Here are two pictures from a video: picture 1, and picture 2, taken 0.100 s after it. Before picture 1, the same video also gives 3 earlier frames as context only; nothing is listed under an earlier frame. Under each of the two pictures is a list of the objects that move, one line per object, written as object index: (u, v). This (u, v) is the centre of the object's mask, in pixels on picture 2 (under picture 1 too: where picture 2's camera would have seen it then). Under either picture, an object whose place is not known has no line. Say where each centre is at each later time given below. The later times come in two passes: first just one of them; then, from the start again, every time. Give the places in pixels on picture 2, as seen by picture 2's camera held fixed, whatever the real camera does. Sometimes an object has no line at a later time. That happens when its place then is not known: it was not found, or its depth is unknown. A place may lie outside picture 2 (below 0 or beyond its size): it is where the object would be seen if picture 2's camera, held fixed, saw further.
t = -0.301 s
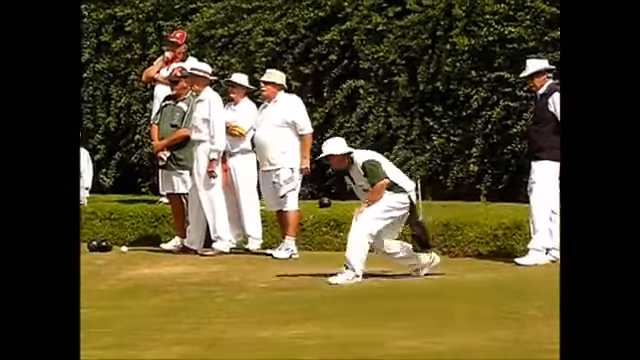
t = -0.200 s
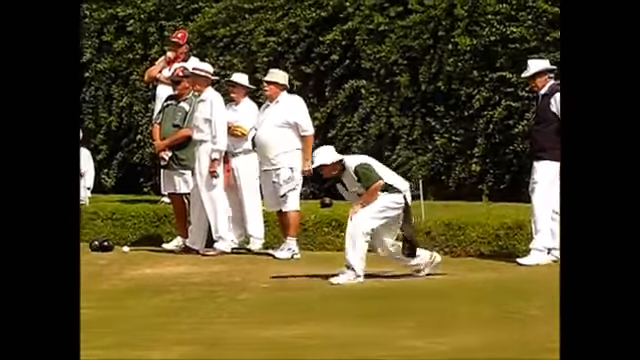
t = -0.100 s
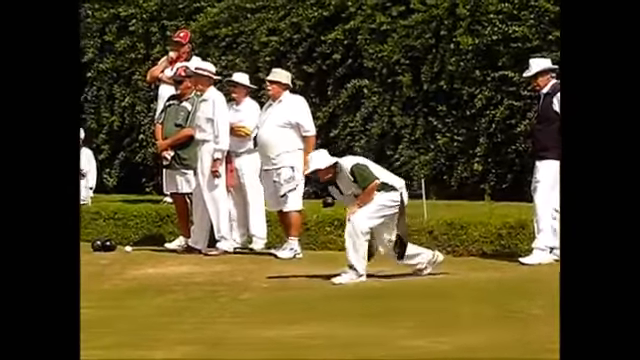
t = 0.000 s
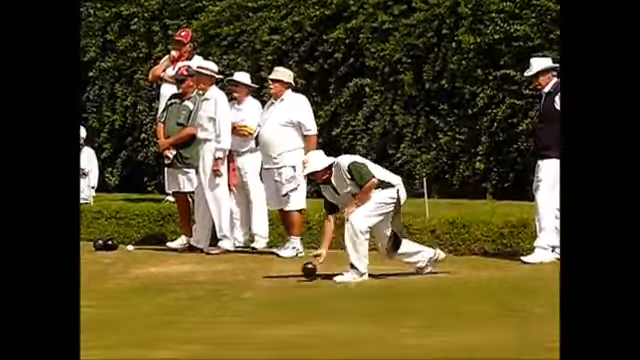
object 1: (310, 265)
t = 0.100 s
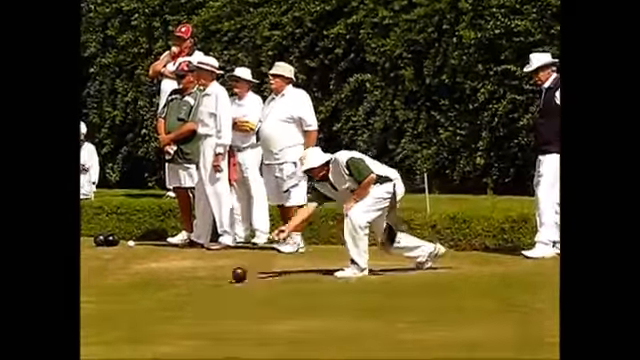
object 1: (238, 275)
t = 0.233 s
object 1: (148, 281)
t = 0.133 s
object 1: (216, 274)
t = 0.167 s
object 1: (193, 276)
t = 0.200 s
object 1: (170, 279)
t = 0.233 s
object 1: (148, 281)
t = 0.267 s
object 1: (127, 281)
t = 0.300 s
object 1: (105, 282)
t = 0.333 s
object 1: (83, 286)
